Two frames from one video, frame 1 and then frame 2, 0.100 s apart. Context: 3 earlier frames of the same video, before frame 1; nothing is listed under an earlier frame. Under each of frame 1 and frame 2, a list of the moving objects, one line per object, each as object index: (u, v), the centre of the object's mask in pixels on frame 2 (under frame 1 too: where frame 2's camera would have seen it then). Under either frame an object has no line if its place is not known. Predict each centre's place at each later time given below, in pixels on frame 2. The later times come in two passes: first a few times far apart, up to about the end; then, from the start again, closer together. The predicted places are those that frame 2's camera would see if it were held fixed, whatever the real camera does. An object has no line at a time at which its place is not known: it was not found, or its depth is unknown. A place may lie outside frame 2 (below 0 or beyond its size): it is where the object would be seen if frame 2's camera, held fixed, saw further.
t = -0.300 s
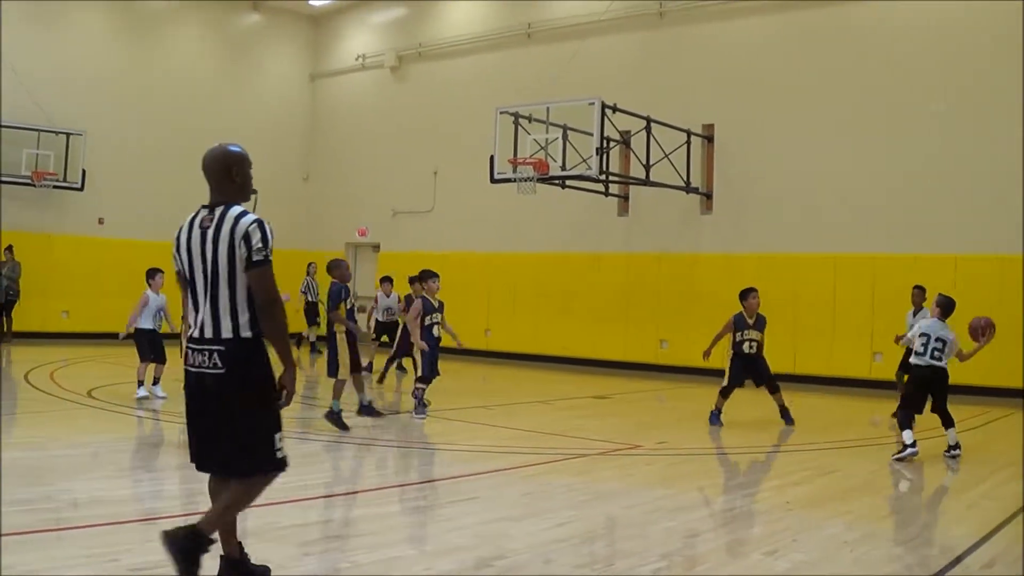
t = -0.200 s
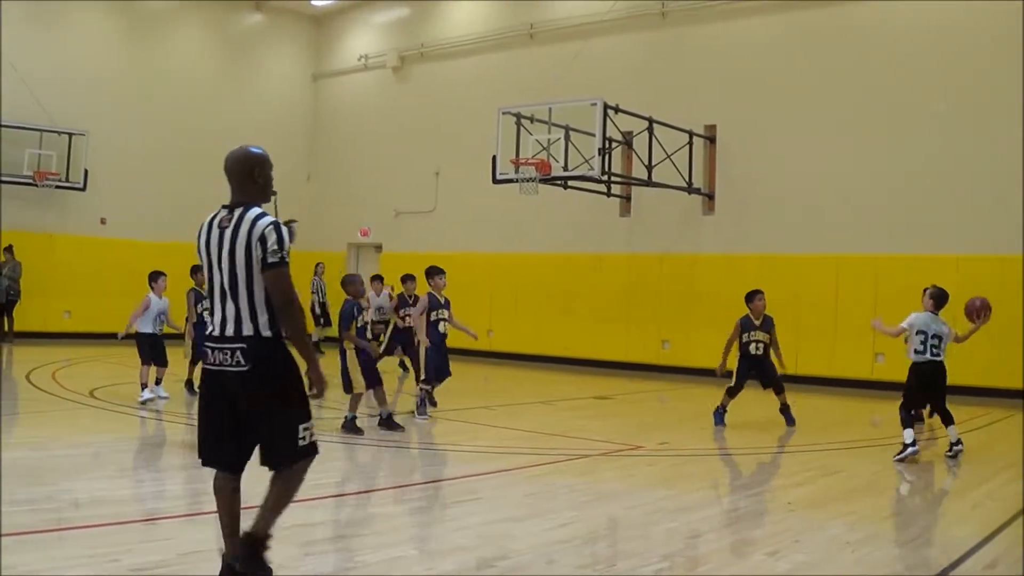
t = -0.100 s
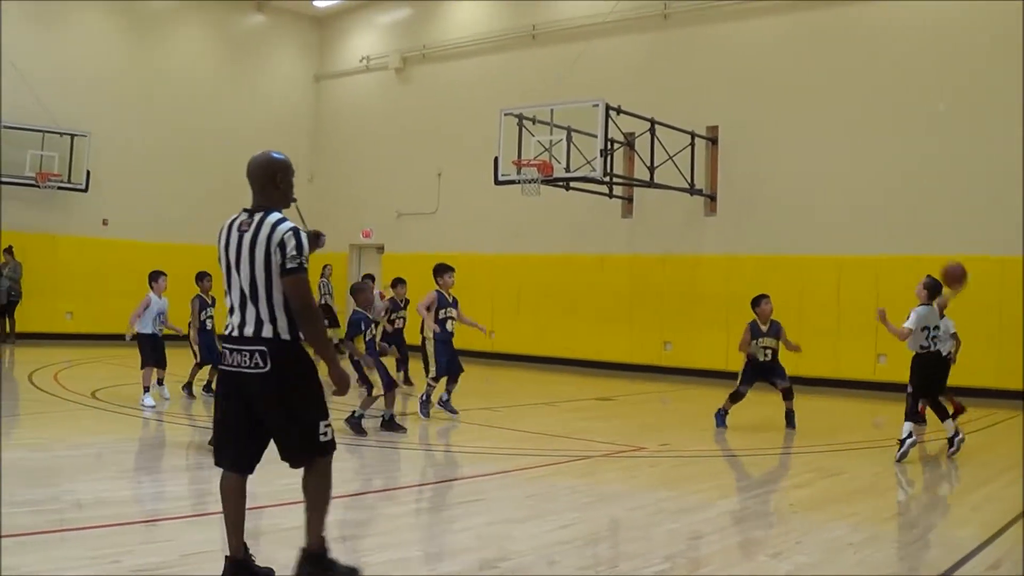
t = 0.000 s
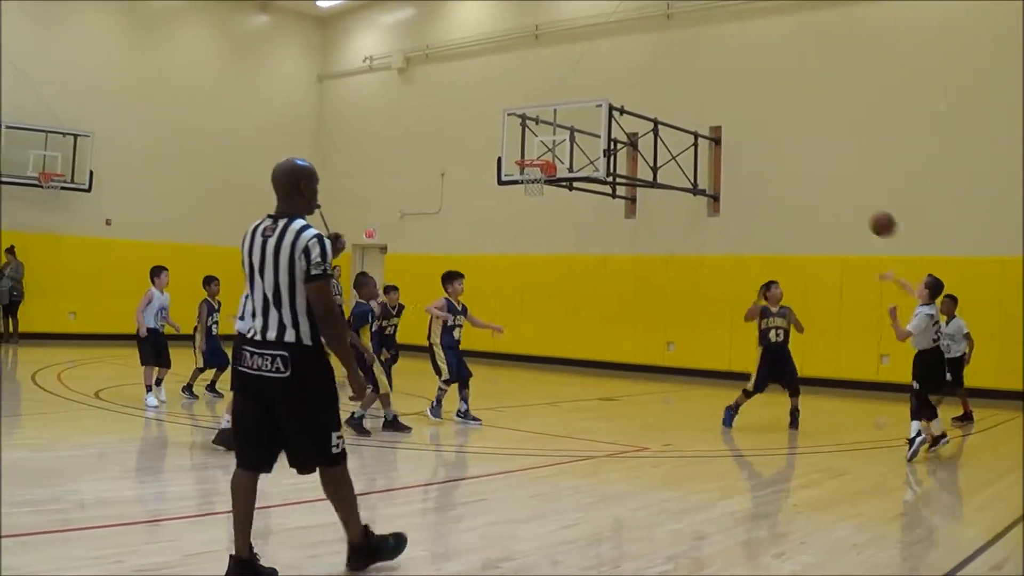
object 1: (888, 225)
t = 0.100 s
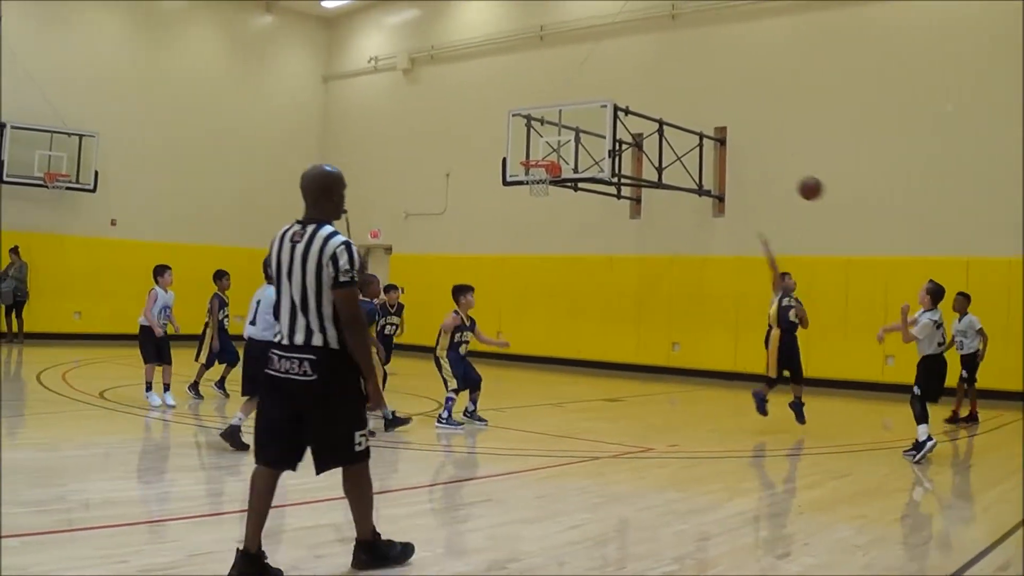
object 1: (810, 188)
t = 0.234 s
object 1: (718, 161)
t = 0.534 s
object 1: (551, 165)
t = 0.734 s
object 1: (463, 204)
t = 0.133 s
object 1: (785, 179)
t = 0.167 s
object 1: (762, 172)
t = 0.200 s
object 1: (739, 165)
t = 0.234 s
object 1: (718, 161)
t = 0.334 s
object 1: (656, 153)
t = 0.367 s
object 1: (637, 152)
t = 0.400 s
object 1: (620, 153)
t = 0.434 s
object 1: (601, 155)
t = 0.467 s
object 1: (584, 158)
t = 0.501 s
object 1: (568, 161)
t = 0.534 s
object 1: (551, 165)
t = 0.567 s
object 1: (534, 170)
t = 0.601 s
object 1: (520, 175)
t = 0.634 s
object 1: (505, 181)
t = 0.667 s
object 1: (490, 188)
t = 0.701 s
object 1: (477, 196)
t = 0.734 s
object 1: (463, 204)
